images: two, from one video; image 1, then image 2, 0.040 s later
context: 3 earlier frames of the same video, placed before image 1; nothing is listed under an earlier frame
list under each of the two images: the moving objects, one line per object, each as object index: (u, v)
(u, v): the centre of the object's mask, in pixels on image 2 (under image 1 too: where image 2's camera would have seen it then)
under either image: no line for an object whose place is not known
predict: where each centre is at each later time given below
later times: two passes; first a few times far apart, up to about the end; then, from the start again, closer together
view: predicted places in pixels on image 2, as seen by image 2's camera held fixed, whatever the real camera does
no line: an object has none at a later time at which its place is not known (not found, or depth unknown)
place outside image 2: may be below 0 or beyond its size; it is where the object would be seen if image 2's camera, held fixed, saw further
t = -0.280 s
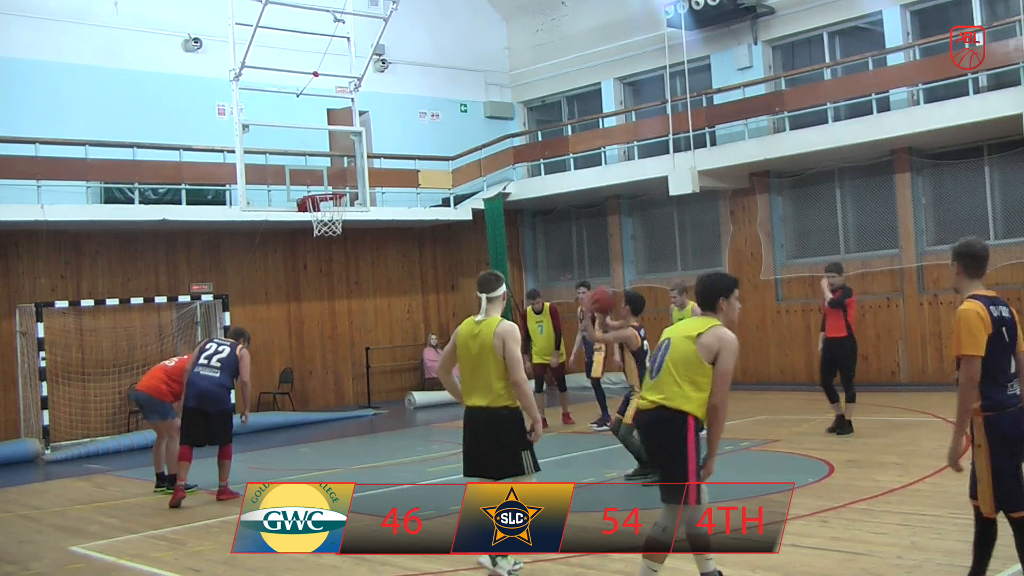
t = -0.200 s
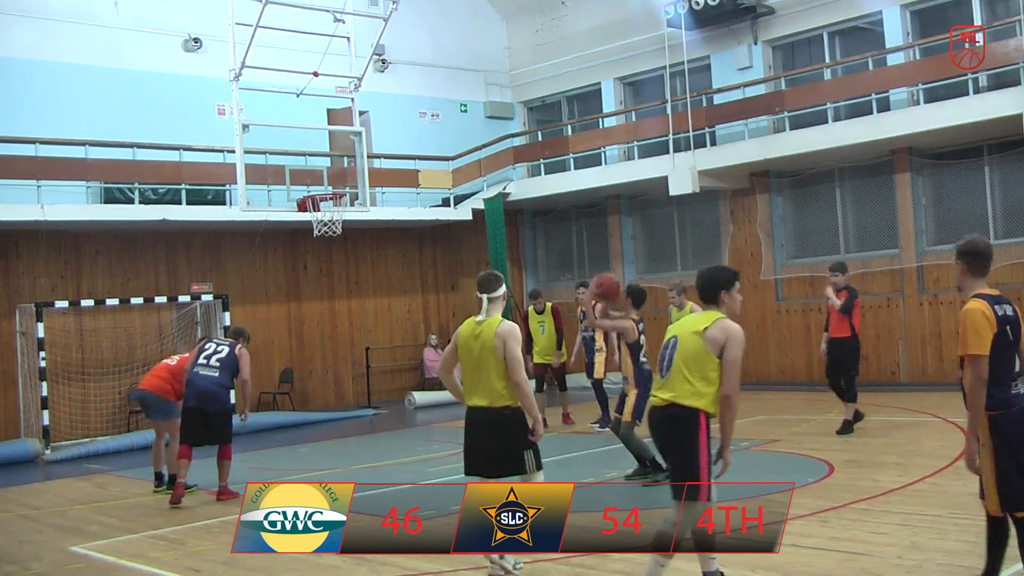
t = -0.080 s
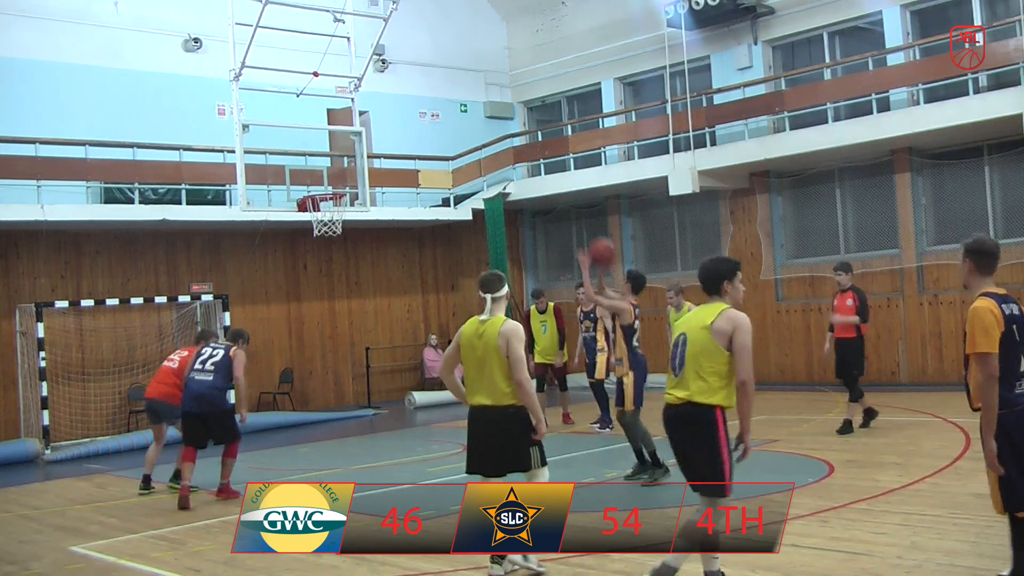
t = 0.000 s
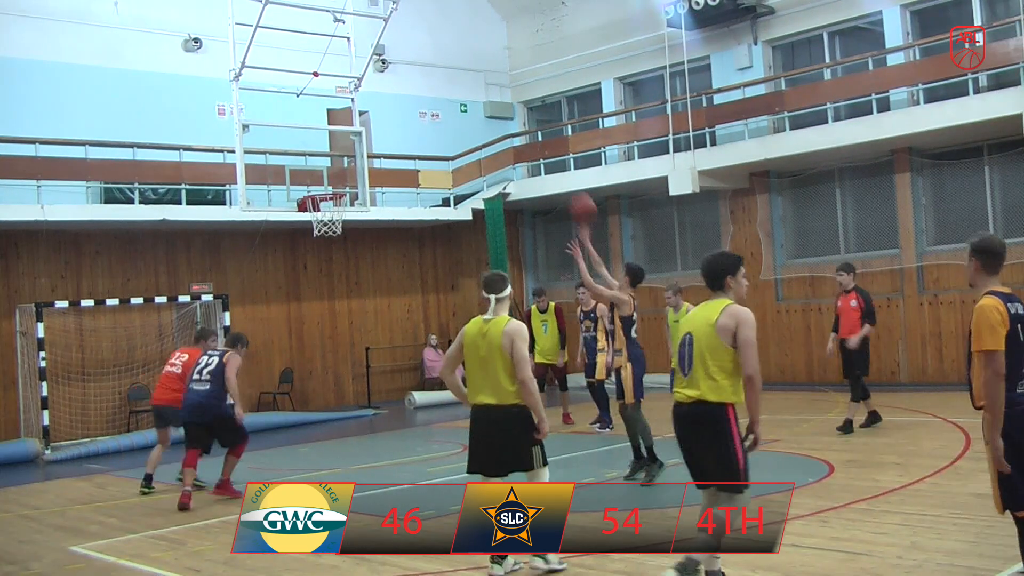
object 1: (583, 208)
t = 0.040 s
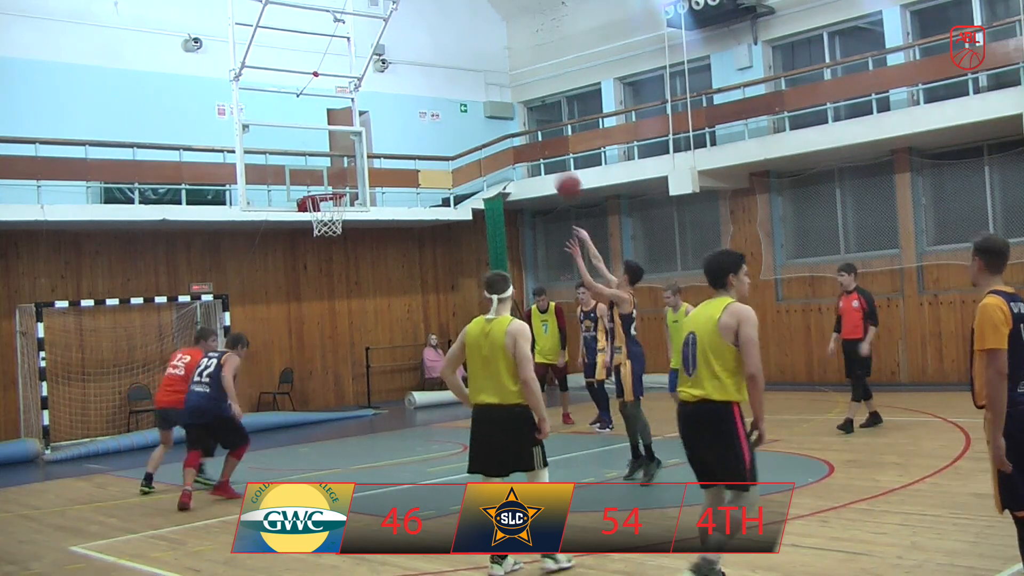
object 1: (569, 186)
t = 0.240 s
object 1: (506, 102)
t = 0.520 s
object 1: (436, 63)
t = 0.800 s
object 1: (381, 96)
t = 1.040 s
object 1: (343, 172)
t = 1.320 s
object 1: (313, 176)
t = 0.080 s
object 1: (555, 163)
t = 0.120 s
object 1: (543, 145)
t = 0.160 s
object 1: (531, 128)
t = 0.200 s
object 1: (519, 115)
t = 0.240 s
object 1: (506, 102)
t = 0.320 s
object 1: (484, 83)
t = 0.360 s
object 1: (474, 76)
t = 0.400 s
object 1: (464, 70)
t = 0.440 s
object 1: (455, 66)
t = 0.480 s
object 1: (445, 64)
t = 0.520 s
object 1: (436, 63)
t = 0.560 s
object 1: (428, 63)
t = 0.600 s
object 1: (419, 66)
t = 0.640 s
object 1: (411, 69)
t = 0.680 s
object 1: (403, 74)
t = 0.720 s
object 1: (396, 80)
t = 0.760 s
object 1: (388, 87)
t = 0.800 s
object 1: (381, 96)
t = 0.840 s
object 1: (374, 106)
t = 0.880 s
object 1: (368, 117)
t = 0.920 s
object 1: (361, 129)
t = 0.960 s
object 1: (355, 142)
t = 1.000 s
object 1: (350, 156)
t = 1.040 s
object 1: (343, 172)
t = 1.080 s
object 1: (337, 183)
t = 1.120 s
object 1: (334, 183)
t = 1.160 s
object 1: (329, 186)
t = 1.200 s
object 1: (324, 187)
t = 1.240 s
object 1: (319, 186)
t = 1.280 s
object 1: (316, 181)
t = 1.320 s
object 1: (313, 176)
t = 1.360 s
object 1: (312, 172)
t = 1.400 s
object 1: (312, 168)
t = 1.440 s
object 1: (313, 165)
